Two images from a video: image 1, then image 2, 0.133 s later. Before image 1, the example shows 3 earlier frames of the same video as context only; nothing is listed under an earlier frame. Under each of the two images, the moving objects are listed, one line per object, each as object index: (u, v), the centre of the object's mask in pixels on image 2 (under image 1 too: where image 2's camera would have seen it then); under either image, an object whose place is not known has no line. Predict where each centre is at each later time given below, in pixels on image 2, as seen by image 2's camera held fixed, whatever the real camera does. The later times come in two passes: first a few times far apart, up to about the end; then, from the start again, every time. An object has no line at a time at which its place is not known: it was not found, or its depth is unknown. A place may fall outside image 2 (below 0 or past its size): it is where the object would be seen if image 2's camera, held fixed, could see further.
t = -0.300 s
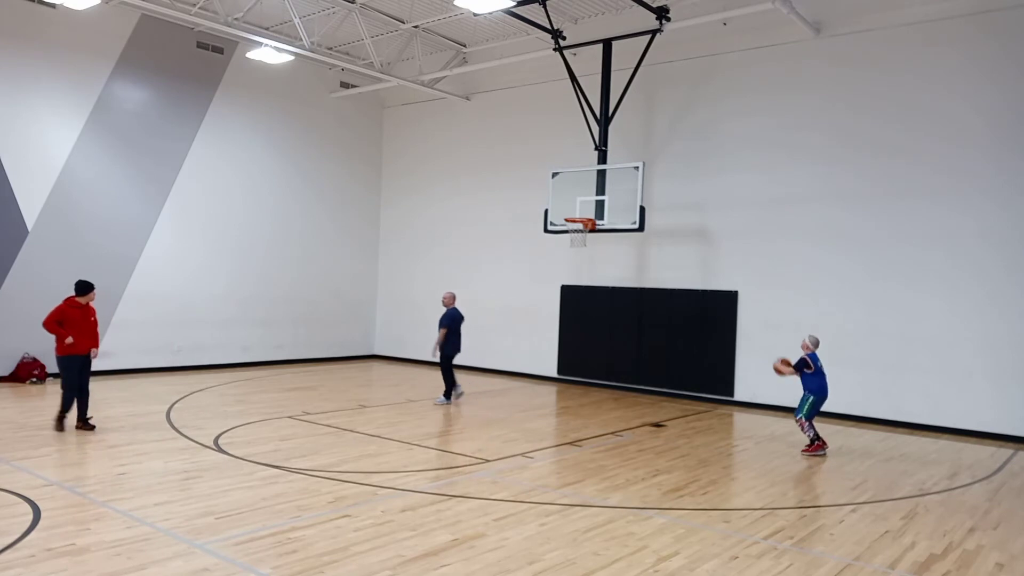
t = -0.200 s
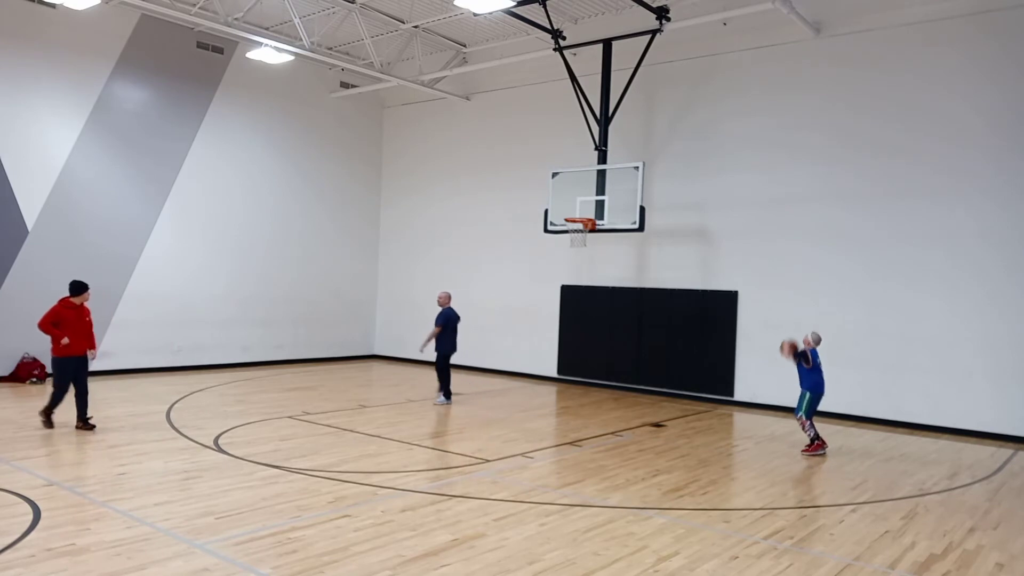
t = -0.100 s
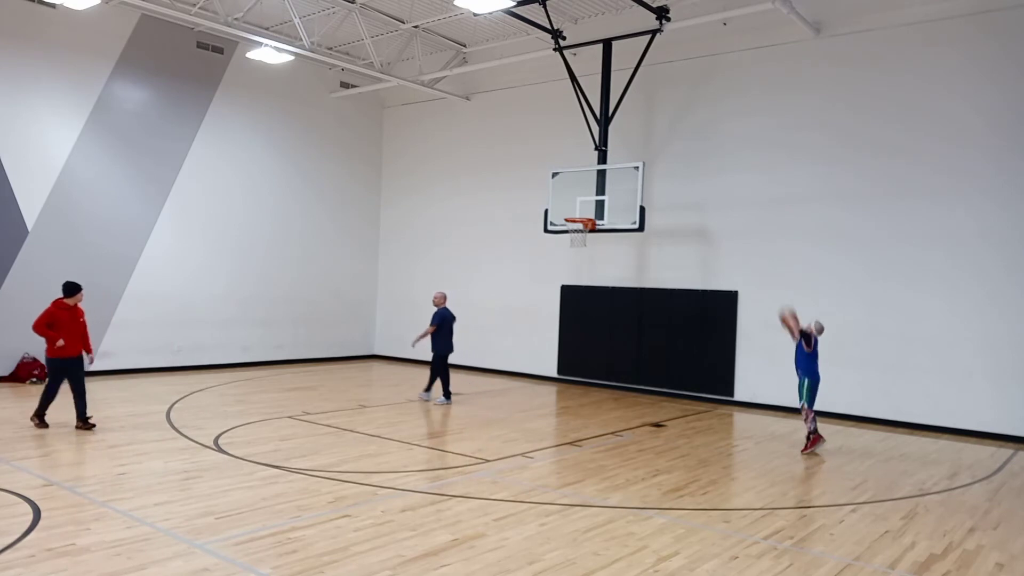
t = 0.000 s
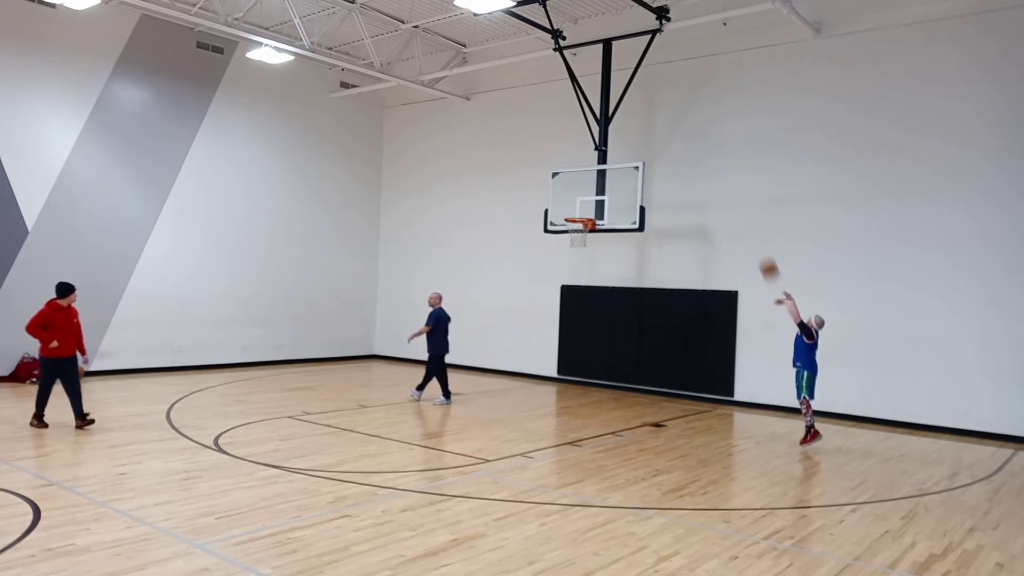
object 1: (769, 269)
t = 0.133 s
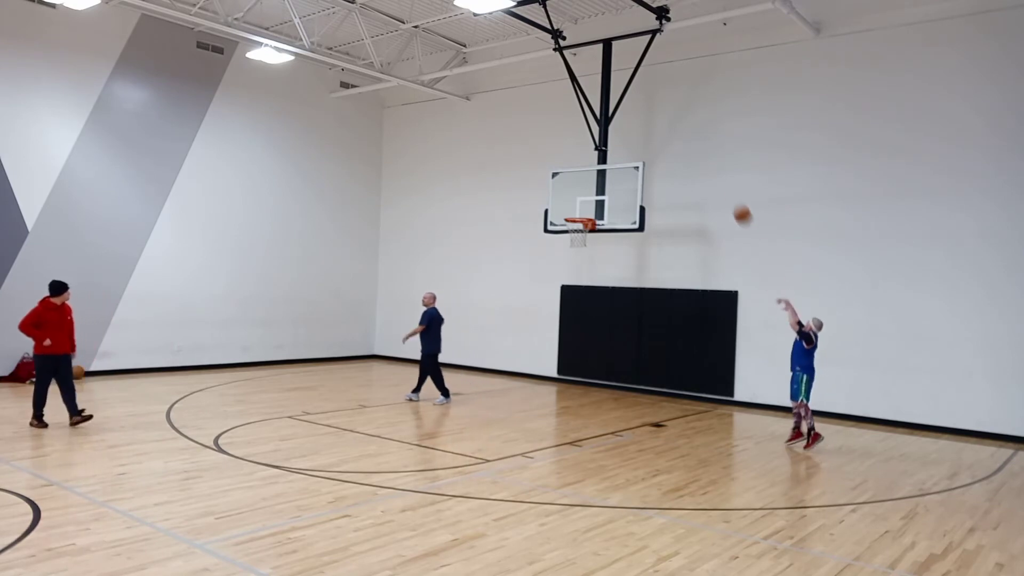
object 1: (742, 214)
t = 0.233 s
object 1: (723, 184)
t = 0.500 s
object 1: (675, 142)
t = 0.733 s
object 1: (636, 146)
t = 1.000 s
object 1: (596, 189)
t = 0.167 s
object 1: (736, 203)
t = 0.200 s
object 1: (729, 193)
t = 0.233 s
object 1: (723, 184)
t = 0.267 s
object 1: (717, 176)
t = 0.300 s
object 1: (711, 169)
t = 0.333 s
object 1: (704, 162)
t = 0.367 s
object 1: (699, 156)
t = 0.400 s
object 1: (692, 152)
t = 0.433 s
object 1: (686, 148)
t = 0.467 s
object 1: (681, 145)
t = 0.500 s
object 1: (675, 142)
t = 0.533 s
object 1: (669, 140)
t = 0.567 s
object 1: (664, 140)
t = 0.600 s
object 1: (658, 139)
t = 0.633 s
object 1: (653, 140)
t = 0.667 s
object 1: (647, 141)
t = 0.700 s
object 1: (642, 143)
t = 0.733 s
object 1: (636, 146)
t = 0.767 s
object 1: (631, 150)
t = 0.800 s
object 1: (626, 154)
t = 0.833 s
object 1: (620, 158)
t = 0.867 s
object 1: (615, 163)
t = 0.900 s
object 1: (610, 169)
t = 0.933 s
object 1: (605, 176)
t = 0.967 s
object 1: (600, 181)
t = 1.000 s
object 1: (596, 189)
